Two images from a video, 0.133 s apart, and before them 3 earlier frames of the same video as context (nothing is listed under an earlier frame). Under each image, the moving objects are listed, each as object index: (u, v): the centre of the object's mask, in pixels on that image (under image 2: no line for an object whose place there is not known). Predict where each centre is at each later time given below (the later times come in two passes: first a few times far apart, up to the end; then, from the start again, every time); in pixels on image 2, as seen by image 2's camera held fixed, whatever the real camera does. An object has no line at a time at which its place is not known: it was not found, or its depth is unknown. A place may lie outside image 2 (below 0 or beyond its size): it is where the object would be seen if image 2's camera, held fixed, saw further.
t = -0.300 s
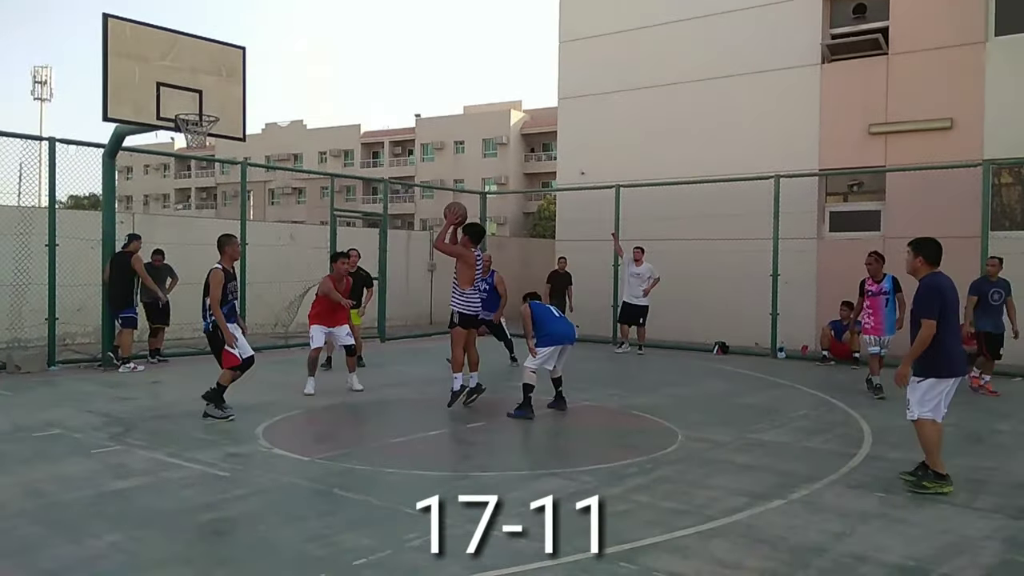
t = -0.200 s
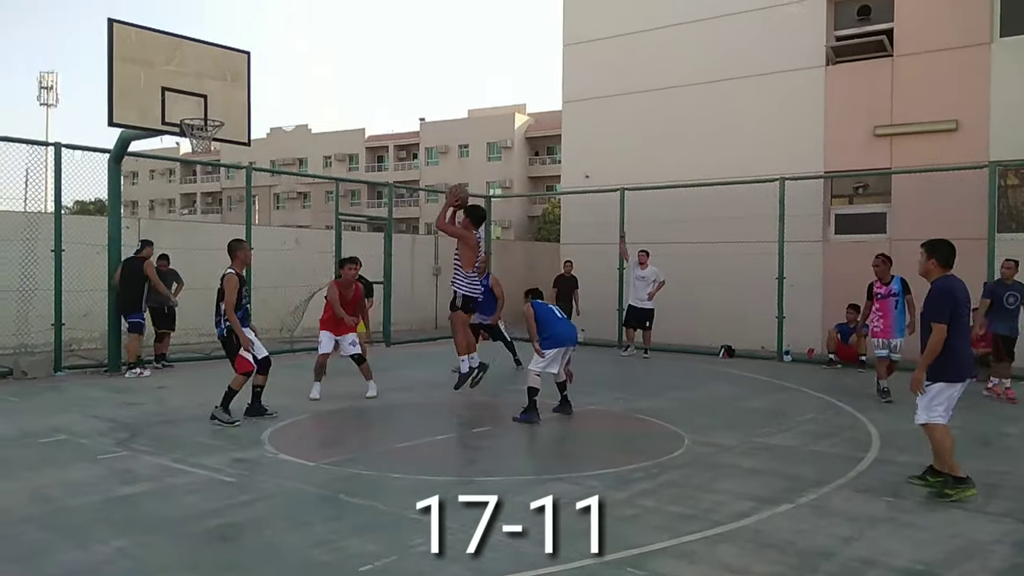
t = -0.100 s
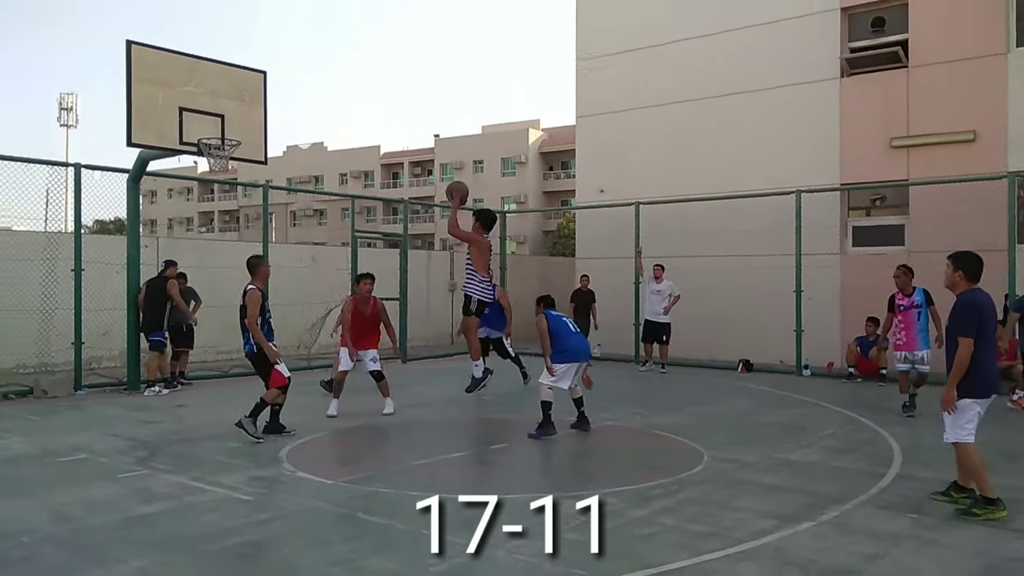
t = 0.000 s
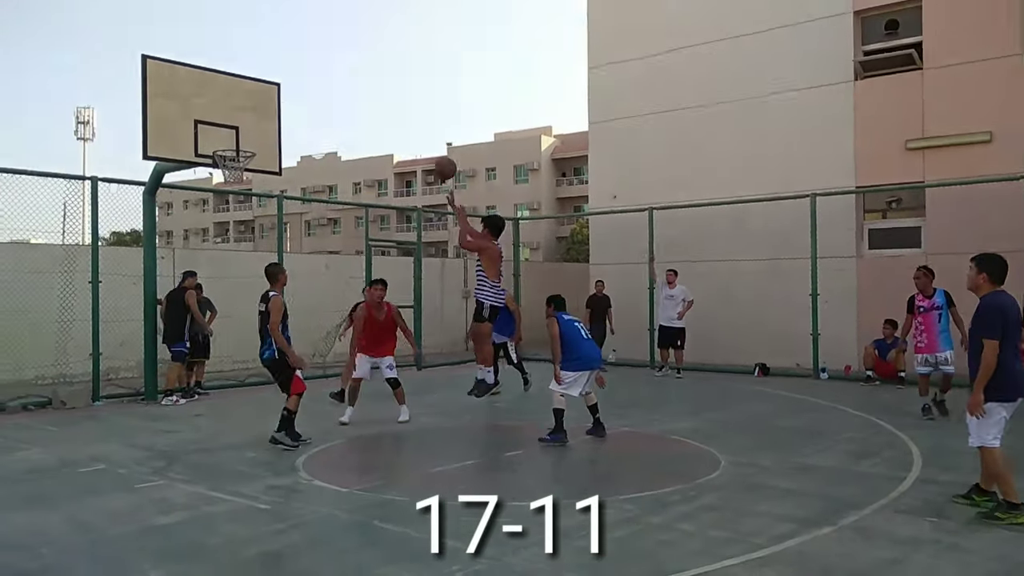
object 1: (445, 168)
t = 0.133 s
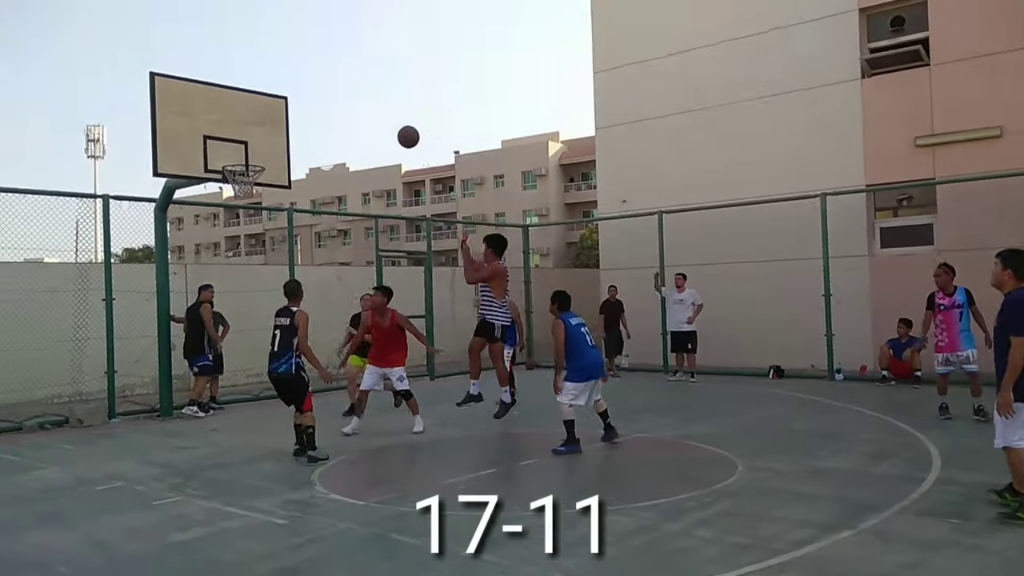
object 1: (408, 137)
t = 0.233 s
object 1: (376, 118)
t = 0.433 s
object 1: (318, 109)
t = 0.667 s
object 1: (255, 141)
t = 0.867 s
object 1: (242, 134)
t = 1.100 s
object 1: (260, 107)
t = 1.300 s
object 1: (276, 121)
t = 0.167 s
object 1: (397, 130)
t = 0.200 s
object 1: (387, 123)
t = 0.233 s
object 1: (376, 118)
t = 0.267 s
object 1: (366, 114)
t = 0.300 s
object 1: (356, 111)
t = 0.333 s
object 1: (346, 109)
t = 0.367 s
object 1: (337, 108)
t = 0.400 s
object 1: (327, 108)
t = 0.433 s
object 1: (318, 109)
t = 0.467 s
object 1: (308, 111)
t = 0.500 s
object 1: (299, 114)
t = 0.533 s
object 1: (290, 118)
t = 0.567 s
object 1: (281, 122)
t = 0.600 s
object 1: (272, 128)
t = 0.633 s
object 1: (264, 134)
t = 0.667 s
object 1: (255, 141)
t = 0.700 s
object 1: (247, 149)
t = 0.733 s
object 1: (238, 158)
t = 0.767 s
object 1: (235, 159)
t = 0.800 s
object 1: (237, 151)
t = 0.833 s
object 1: (240, 142)
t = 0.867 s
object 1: (242, 134)
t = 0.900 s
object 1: (244, 128)
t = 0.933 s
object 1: (247, 122)
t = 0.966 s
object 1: (249, 118)
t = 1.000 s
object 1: (252, 114)
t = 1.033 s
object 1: (254, 111)
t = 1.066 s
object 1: (257, 109)
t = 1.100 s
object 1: (260, 107)
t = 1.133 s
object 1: (263, 108)
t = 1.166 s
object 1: (265, 108)
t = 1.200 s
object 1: (268, 110)
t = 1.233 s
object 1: (271, 112)
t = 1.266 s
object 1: (274, 116)
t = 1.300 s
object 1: (276, 121)
